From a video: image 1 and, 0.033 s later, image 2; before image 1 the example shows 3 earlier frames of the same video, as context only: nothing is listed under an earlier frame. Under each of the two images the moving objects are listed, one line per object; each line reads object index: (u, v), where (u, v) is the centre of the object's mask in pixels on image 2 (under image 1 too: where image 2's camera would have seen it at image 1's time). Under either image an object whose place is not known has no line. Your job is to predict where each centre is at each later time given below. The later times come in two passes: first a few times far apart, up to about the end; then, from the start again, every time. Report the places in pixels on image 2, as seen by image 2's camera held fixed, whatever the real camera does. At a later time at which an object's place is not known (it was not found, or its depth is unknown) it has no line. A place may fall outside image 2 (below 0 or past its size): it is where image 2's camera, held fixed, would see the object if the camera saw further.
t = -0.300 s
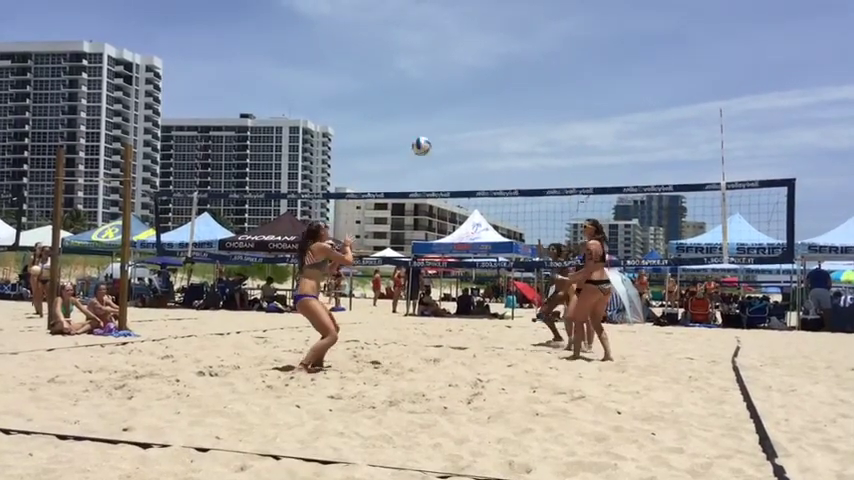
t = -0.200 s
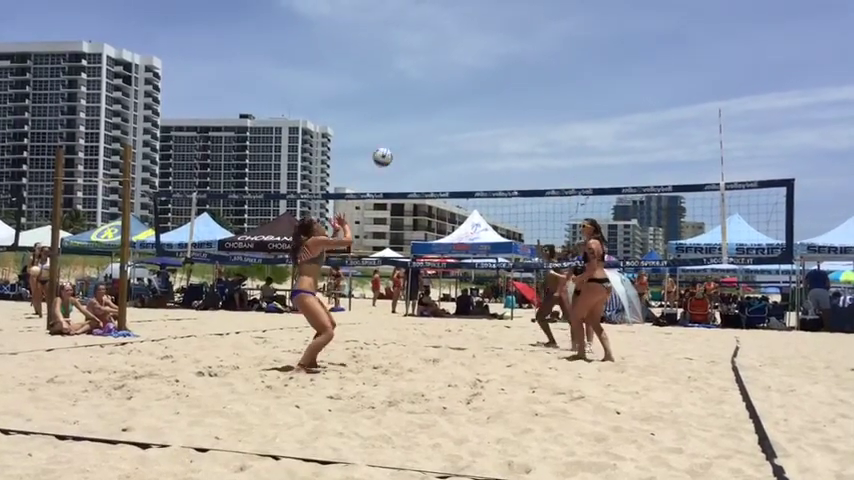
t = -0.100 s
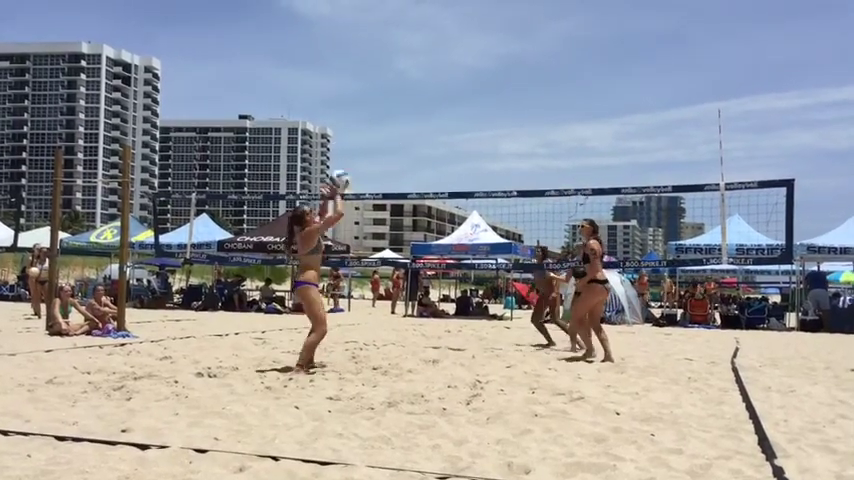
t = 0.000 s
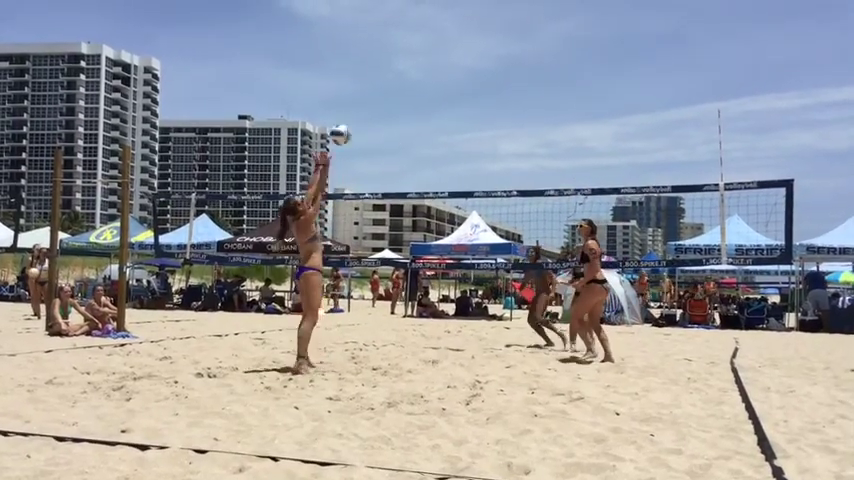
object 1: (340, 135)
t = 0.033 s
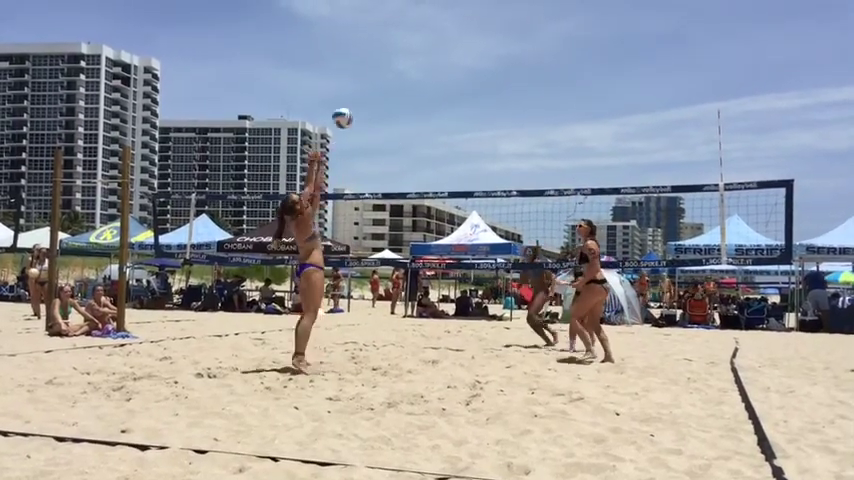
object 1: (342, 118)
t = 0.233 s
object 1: (356, 40)
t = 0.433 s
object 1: (365, 4)
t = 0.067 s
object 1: (345, 102)
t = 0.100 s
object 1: (347, 88)
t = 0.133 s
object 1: (349, 74)
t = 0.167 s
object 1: (351, 61)
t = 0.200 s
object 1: (354, 50)
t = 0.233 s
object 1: (356, 40)
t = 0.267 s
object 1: (357, 30)
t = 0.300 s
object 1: (359, 23)
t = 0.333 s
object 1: (361, 16)
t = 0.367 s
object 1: (362, 10)
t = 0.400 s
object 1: (364, 6)
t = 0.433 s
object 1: (365, 4)
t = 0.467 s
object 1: (366, 3)
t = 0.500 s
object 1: (368, 2)
